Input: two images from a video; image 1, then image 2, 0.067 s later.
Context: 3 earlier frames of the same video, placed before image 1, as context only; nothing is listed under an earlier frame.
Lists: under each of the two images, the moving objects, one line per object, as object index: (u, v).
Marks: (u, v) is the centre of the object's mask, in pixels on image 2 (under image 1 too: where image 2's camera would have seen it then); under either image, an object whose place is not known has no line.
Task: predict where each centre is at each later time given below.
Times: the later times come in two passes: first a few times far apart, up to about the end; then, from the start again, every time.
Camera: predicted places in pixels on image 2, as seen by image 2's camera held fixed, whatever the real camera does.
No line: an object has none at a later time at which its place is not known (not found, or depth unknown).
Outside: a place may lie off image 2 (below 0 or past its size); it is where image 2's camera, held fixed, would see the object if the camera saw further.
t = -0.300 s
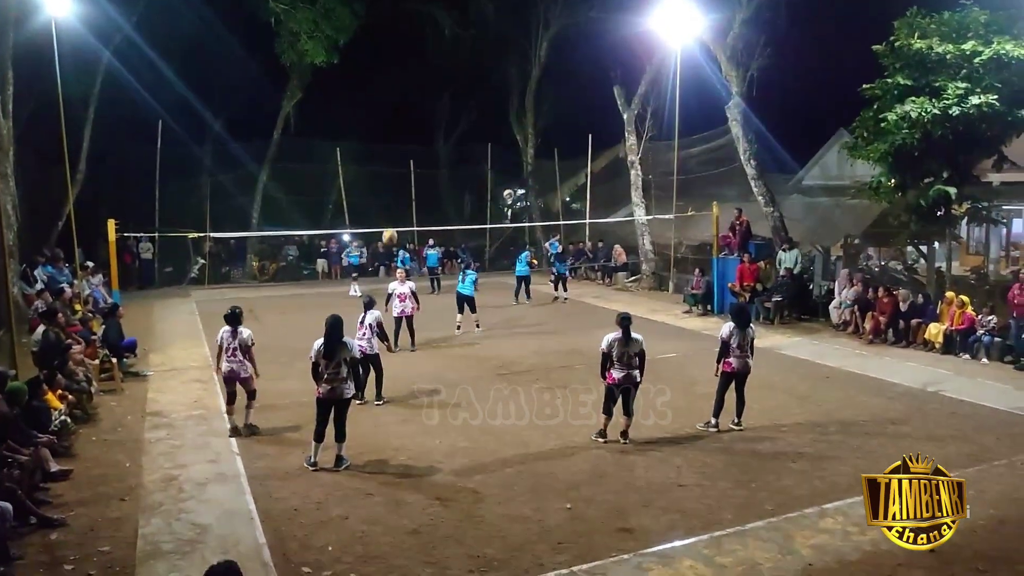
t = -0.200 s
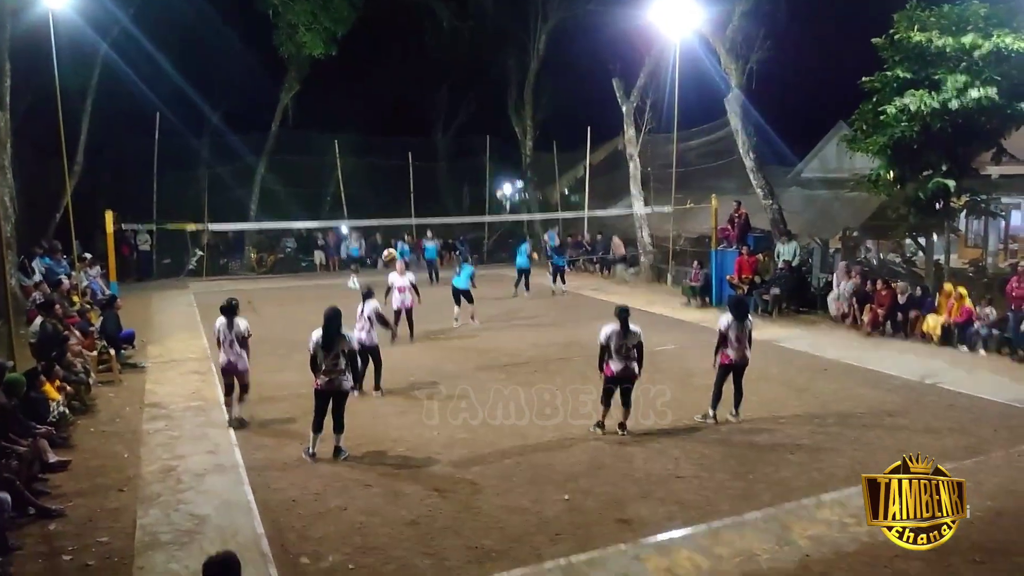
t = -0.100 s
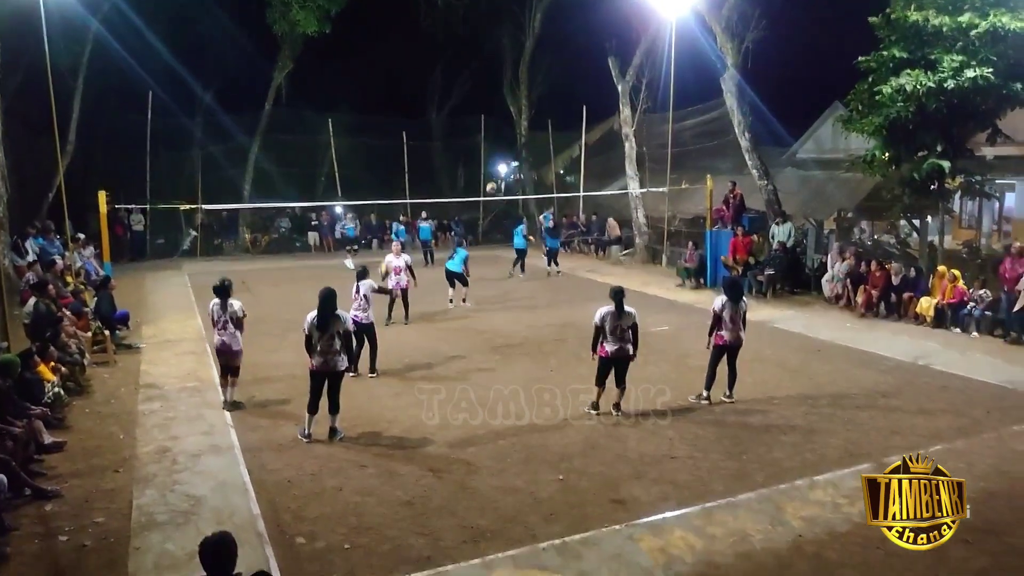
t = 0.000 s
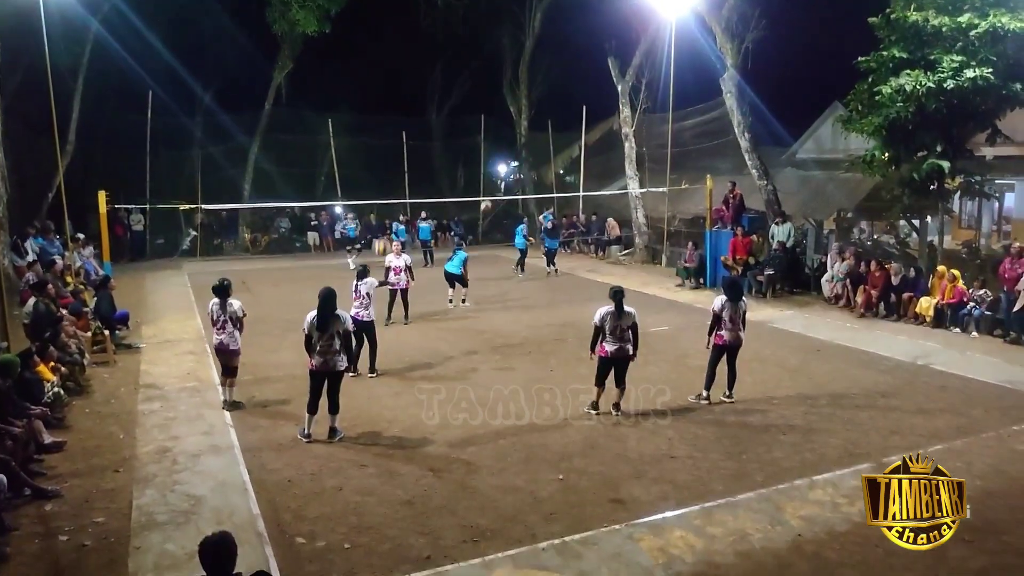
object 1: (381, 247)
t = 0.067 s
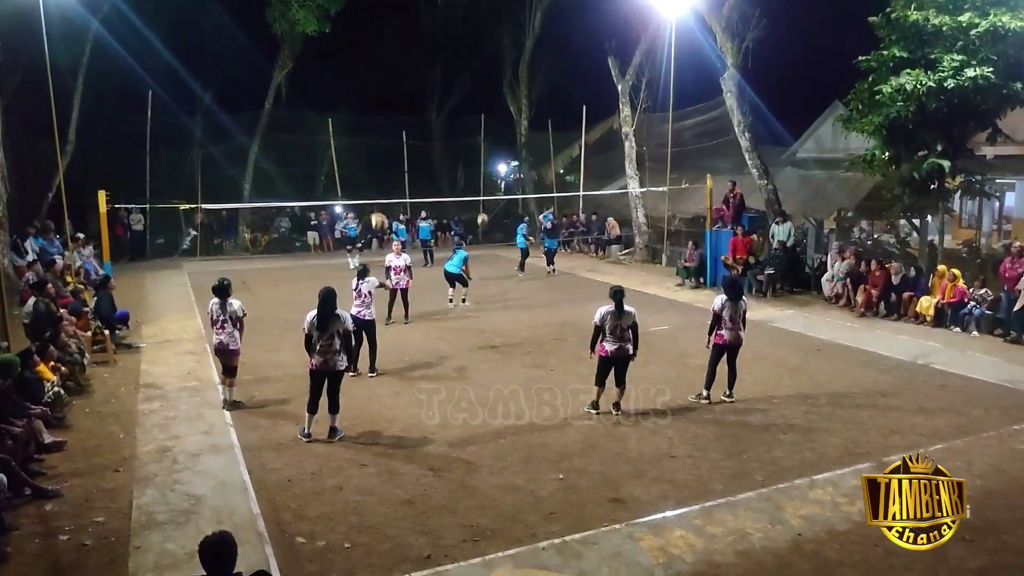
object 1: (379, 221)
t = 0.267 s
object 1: (369, 164)
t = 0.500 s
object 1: (361, 137)
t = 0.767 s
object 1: (354, 149)
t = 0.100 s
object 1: (378, 211)
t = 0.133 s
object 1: (376, 199)
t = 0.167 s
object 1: (374, 189)
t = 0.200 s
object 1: (373, 181)
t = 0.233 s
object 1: (371, 172)
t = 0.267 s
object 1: (369, 164)
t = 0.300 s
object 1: (368, 158)
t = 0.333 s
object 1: (367, 153)
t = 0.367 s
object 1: (366, 148)
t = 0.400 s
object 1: (364, 144)
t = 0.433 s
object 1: (363, 141)
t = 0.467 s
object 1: (362, 138)
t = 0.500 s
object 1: (361, 137)
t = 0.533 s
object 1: (360, 136)
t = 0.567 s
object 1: (359, 136)
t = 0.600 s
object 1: (358, 136)
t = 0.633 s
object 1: (357, 137)
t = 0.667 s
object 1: (356, 139)
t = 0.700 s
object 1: (356, 142)
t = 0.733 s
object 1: (355, 146)
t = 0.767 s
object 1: (354, 149)
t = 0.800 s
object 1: (353, 154)
